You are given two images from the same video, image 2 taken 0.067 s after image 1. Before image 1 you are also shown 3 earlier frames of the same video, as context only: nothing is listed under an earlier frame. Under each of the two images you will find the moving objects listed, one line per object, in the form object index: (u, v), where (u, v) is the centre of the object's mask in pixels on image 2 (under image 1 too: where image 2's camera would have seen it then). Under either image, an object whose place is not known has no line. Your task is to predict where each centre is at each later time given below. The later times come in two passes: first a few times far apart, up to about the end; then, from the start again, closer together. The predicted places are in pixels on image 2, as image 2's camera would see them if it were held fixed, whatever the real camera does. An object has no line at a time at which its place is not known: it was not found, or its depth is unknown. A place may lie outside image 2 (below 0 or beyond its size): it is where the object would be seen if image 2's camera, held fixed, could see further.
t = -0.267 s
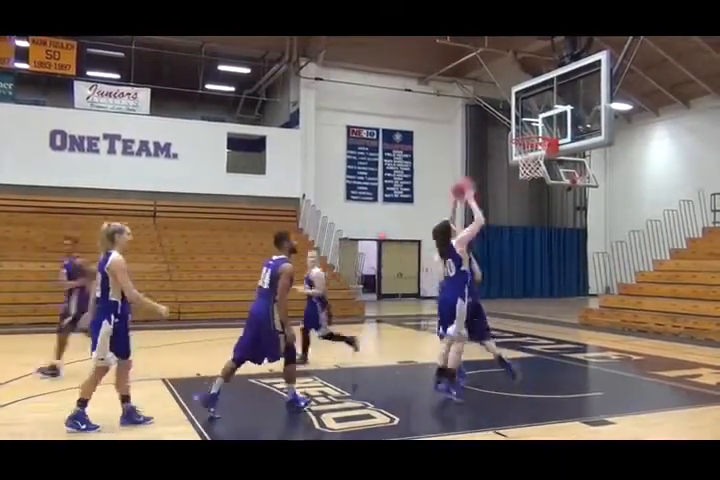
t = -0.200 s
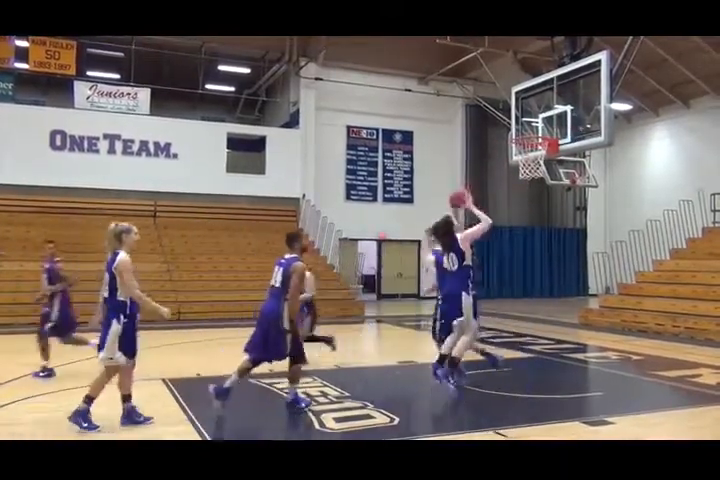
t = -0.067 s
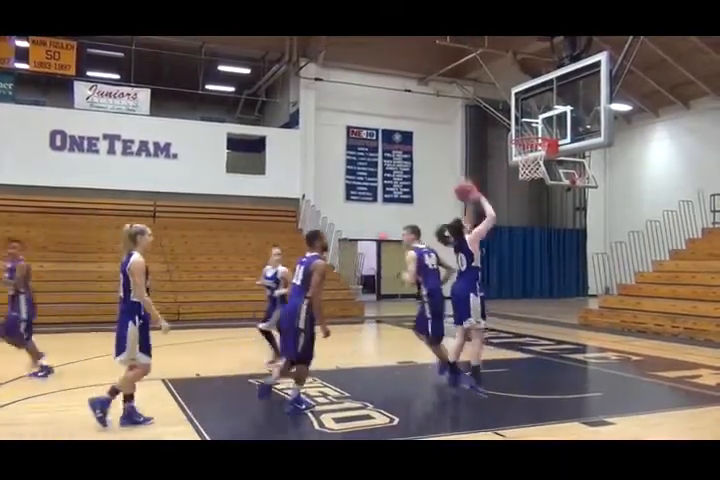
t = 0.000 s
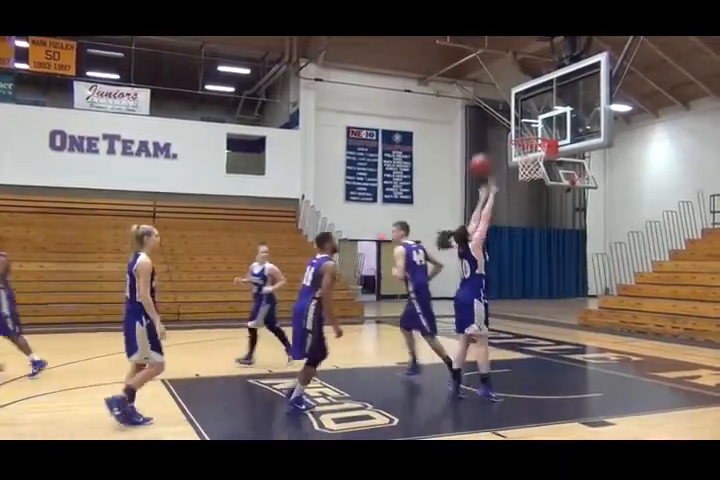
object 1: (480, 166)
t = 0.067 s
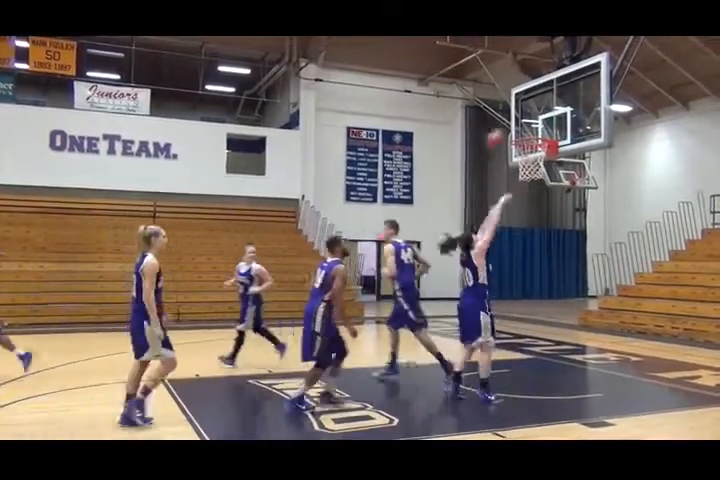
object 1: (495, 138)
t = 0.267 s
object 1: (544, 92)
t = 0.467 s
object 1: (583, 80)
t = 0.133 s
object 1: (513, 120)
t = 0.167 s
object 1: (520, 111)
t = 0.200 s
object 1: (528, 104)
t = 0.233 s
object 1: (536, 98)
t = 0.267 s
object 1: (544, 92)
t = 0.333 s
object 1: (562, 85)
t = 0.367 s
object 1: (567, 82)
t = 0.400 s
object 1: (575, 80)
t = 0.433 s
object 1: (583, 79)
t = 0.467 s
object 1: (583, 80)
